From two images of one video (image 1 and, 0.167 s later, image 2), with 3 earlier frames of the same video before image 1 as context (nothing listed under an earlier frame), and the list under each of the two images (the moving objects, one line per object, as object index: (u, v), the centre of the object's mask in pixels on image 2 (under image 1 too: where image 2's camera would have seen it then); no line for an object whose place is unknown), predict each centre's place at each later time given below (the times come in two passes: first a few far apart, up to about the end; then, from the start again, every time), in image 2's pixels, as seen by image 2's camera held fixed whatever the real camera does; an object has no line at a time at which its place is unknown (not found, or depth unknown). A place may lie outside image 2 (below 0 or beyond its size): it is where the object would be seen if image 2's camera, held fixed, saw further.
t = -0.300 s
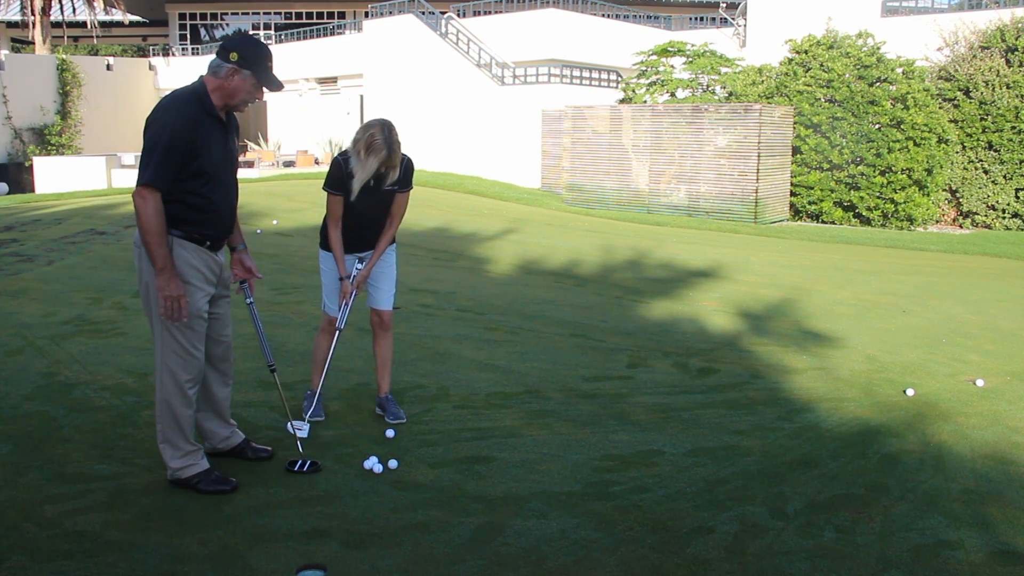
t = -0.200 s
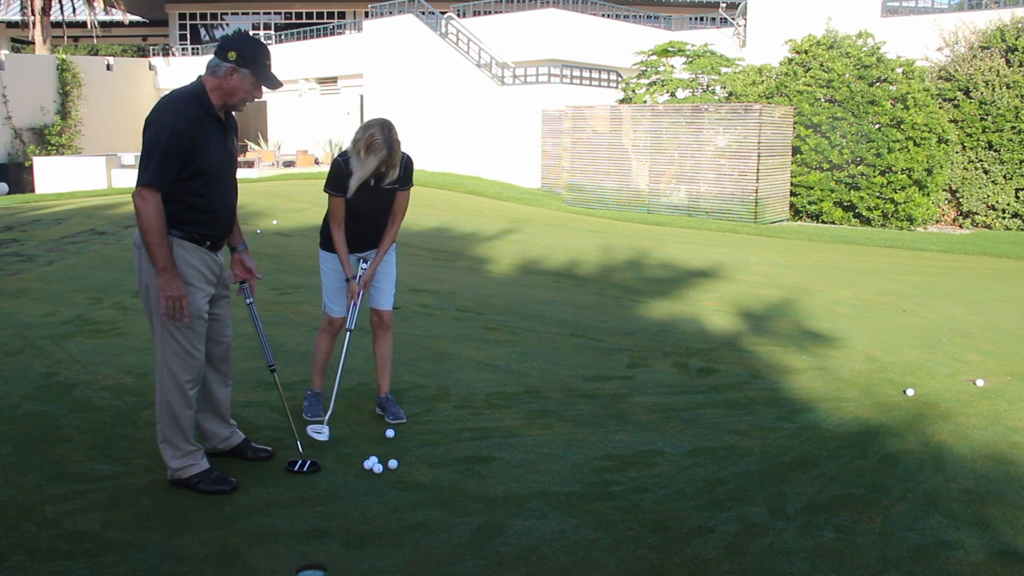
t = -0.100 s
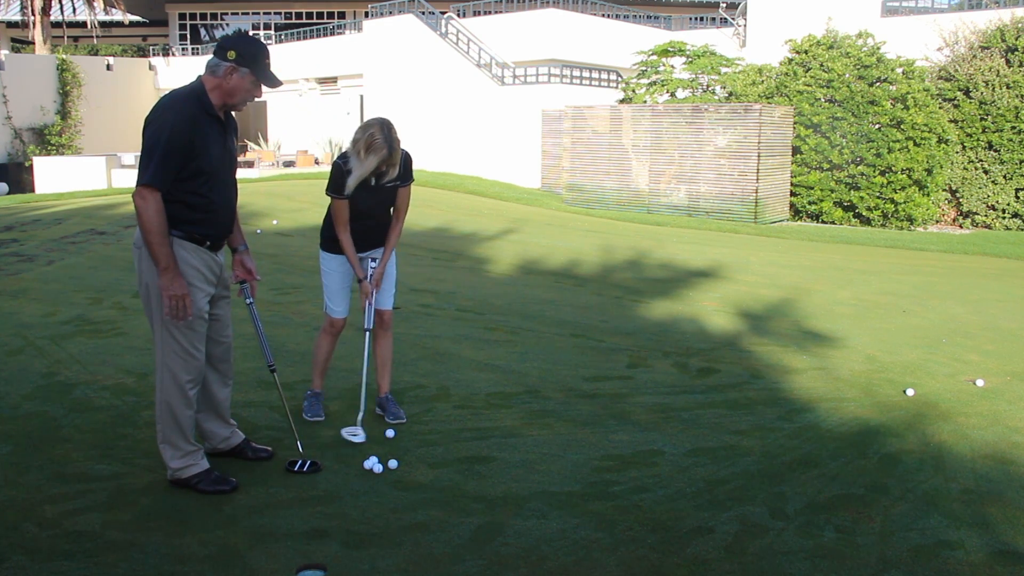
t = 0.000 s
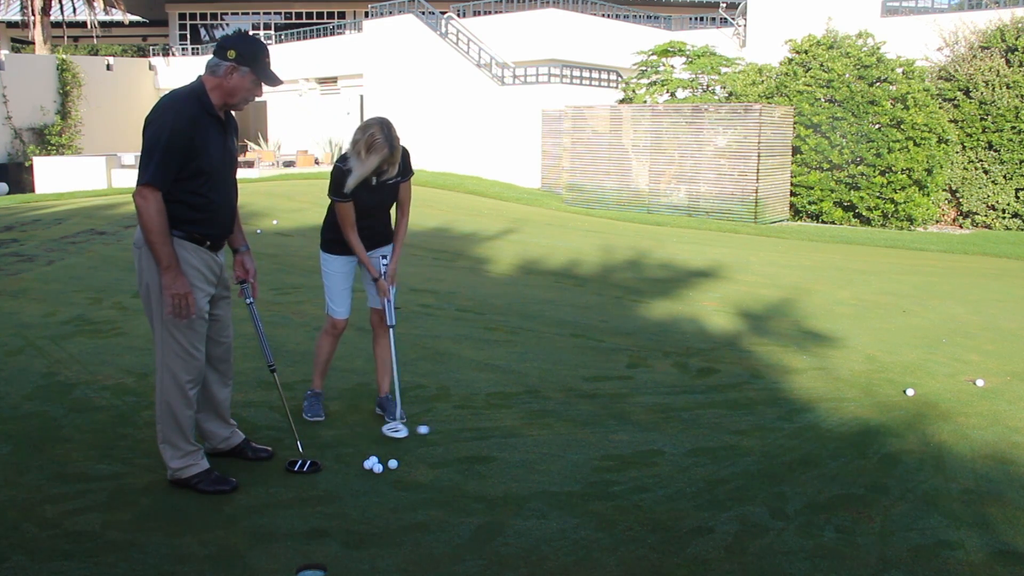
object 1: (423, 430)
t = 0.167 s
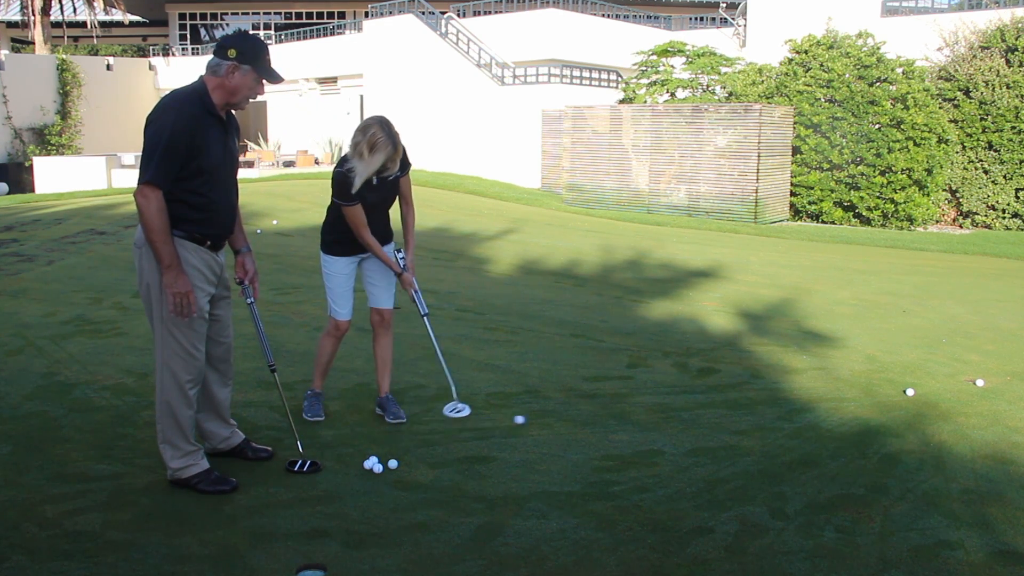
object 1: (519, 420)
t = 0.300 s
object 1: (576, 414)
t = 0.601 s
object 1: (677, 404)
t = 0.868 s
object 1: (750, 397)
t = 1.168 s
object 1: (816, 390)
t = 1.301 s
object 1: (840, 388)
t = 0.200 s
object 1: (535, 418)
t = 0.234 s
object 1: (549, 416)
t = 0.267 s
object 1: (563, 416)
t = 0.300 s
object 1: (576, 414)
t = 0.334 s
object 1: (589, 413)
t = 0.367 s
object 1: (601, 413)
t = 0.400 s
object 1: (612, 410)
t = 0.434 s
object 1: (624, 410)
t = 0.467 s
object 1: (635, 408)
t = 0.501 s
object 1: (646, 407)
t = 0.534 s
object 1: (657, 406)
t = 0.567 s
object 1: (667, 405)
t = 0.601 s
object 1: (677, 404)
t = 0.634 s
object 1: (687, 403)
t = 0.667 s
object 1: (697, 402)
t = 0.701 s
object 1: (706, 402)
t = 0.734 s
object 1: (715, 401)
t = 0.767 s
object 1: (724, 399)
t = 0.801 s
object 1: (733, 399)
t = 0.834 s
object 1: (741, 397)
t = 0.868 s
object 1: (750, 397)
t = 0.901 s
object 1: (758, 396)
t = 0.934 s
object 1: (766, 395)
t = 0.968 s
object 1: (774, 394)
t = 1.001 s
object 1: (781, 394)
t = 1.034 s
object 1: (789, 392)
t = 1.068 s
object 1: (796, 392)
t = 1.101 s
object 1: (803, 392)
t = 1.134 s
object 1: (810, 391)
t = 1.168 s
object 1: (816, 390)
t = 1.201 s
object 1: (822, 390)
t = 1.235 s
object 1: (829, 388)
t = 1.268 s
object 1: (835, 388)
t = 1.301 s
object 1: (840, 388)
